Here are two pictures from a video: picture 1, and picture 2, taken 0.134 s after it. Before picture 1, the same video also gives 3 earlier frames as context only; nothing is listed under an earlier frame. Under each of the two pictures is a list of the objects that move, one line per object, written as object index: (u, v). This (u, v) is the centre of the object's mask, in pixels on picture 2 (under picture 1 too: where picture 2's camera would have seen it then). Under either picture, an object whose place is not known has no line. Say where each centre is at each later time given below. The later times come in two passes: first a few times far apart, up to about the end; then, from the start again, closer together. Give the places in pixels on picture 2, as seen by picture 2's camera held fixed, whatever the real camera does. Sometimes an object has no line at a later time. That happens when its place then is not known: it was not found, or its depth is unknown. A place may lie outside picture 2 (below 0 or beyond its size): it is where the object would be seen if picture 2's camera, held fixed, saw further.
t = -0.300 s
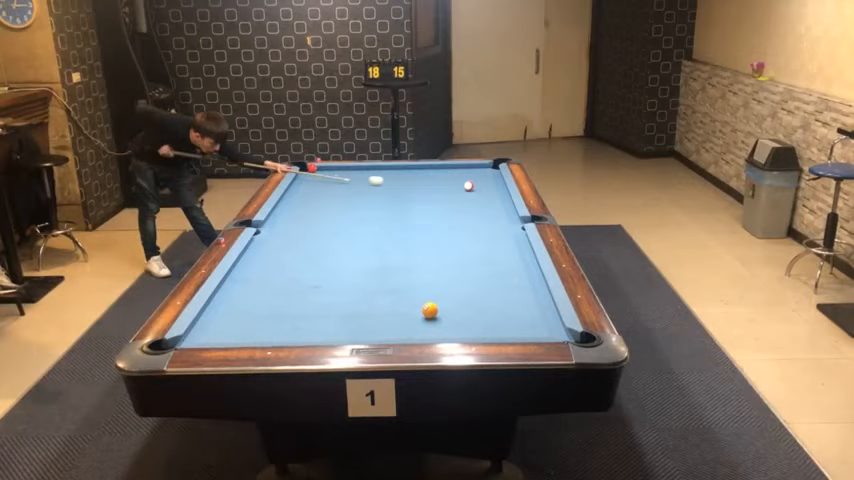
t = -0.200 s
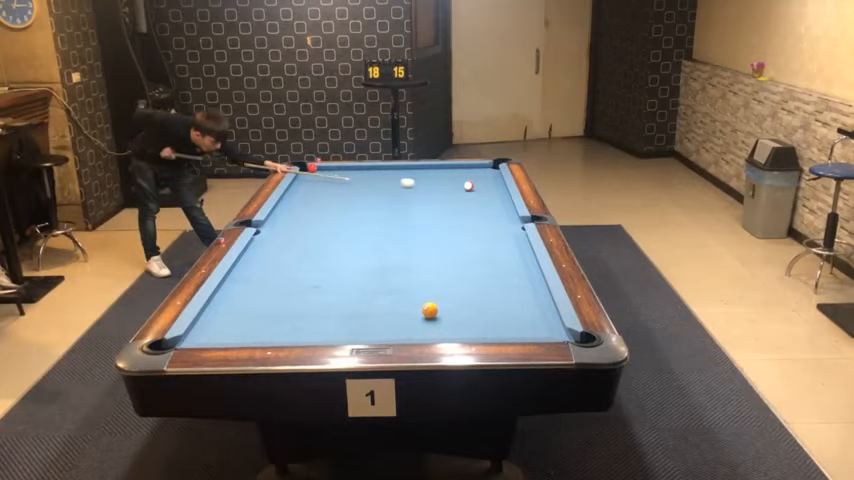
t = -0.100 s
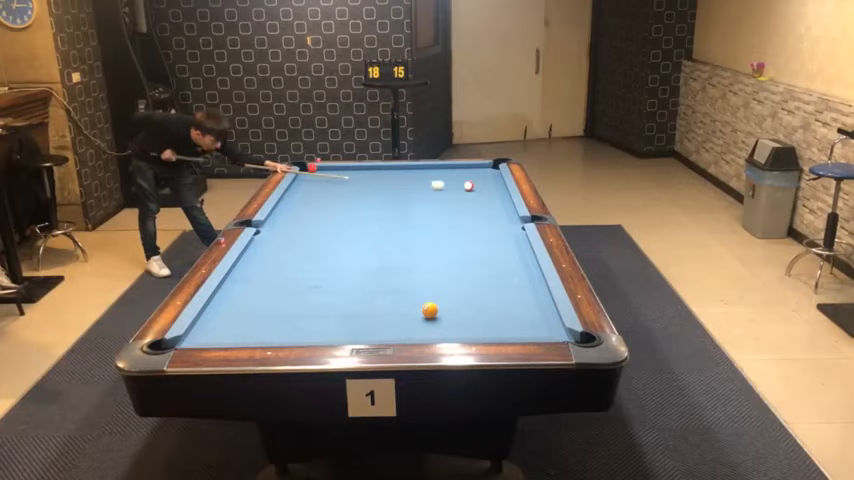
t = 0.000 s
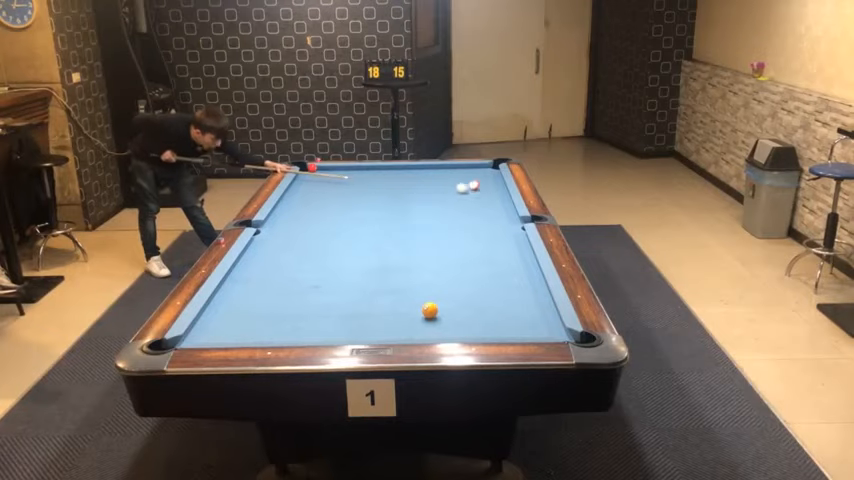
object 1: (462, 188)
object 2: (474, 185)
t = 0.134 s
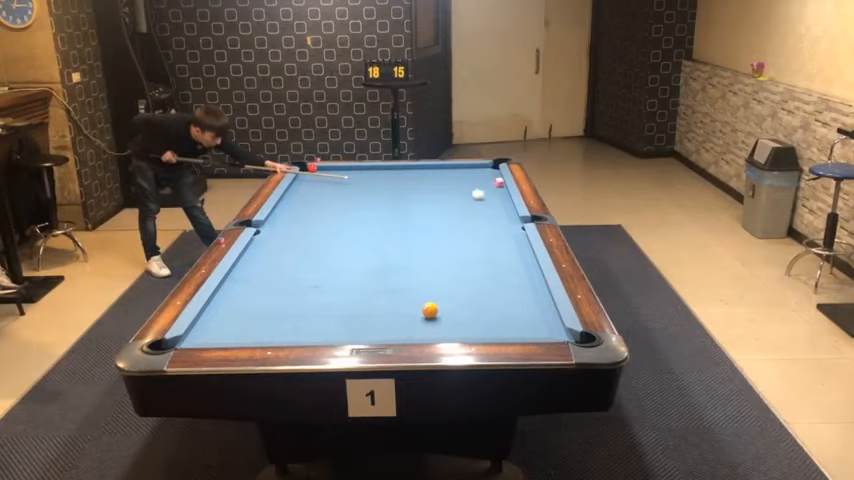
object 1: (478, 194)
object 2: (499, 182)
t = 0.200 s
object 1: (487, 198)
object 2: (496, 181)
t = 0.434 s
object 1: (504, 210)
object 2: (477, 180)
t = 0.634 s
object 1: (491, 222)
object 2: (463, 178)
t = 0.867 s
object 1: (476, 238)
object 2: (447, 177)
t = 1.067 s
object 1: (461, 253)
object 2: (434, 175)
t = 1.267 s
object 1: (444, 269)
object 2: (422, 175)
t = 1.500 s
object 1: (423, 291)
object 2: (408, 173)
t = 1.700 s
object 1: (402, 311)
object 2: (397, 172)
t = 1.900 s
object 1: (379, 331)
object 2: (387, 171)
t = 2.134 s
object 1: (348, 325)
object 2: (376, 170)
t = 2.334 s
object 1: (323, 314)
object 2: (367, 169)
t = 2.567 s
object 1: (298, 301)
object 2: (356, 168)
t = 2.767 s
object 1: (278, 292)
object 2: (349, 168)
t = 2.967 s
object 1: (260, 283)
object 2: (343, 168)
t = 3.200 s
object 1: (241, 274)
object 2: (338, 168)
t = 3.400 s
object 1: (243, 268)
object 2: (332, 169)
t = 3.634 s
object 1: (260, 261)
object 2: (328, 170)
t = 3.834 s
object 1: (273, 256)
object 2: (324, 169)
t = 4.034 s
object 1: (285, 252)
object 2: (321, 170)
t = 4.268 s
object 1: (298, 247)
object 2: (317, 170)
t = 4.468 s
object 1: (308, 243)
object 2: (315, 170)
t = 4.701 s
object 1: (318, 239)
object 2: (313, 171)
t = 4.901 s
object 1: (327, 236)
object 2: (312, 170)
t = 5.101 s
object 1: (334, 234)
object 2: (312, 170)
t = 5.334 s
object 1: (342, 231)
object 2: (312, 170)
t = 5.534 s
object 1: (348, 229)
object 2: (312, 170)
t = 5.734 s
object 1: (354, 227)
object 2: (312, 170)
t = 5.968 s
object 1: (360, 224)
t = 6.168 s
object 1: (365, 223)
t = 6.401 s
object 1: (370, 221)
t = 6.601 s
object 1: (373, 220)
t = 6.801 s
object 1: (376, 219)
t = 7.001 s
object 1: (379, 218)
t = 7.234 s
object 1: (382, 217)
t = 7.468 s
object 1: (383, 216)
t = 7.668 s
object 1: (385, 216)
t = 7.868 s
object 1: (386, 215)
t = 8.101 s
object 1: (386, 215)
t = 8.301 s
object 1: (386, 216)
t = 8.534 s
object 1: (386, 215)
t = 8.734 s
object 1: (385, 215)
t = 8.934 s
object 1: (386, 215)
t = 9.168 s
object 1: (386, 215)
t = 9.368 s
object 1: (386, 215)
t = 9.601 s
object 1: (386, 215)
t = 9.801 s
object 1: (386, 215)
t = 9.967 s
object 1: (386, 215)
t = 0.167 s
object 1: (482, 196)
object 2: (499, 182)
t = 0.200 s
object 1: (487, 198)
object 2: (496, 181)
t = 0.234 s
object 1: (491, 199)
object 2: (493, 181)
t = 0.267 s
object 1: (496, 201)
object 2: (490, 181)
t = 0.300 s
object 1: (501, 202)
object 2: (488, 181)
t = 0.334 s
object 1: (506, 204)
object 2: (485, 181)
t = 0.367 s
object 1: (507, 206)
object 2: (483, 180)
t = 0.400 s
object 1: (506, 208)
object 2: (480, 180)
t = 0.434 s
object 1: (504, 210)
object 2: (477, 180)
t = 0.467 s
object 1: (502, 212)
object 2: (475, 180)
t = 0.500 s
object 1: (500, 214)
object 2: (473, 179)
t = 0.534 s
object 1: (498, 216)
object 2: (470, 179)
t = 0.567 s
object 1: (496, 218)
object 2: (467, 179)
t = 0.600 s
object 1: (494, 220)
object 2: (465, 179)
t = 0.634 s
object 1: (491, 222)
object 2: (463, 178)
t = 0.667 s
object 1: (489, 224)
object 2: (461, 178)
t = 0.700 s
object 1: (487, 226)
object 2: (457, 178)
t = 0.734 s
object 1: (486, 228)
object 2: (455, 178)
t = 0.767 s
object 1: (483, 231)
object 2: (453, 178)
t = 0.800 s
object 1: (481, 233)
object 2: (451, 178)
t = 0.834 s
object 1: (478, 235)
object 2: (449, 177)
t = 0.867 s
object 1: (476, 238)
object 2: (447, 177)
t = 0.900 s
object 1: (473, 240)
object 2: (445, 177)
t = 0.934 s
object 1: (471, 243)
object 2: (442, 176)
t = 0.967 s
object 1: (468, 245)
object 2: (440, 176)
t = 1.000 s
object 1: (466, 248)
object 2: (438, 176)
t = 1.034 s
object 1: (463, 250)
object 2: (436, 176)
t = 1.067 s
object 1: (461, 253)
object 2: (434, 175)
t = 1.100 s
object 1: (458, 256)
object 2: (431, 175)
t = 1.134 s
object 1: (456, 258)
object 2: (429, 175)
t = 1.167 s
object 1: (452, 261)
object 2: (427, 175)
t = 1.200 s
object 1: (450, 264)
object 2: (426, 175)
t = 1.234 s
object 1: (447, 266)
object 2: (424, 175)
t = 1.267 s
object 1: (444, 269)
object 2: (422, 175)
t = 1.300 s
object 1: (441, 272)
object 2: (420, 174)
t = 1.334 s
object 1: (438, 275)
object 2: (418, 174)
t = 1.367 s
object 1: (435, 278)
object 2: (416, 174)
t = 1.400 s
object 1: (432, 281)
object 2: (414, 173)
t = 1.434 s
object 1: (429, 285)
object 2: (412, 173)
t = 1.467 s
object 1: (426, 287)
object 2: (410, 173)
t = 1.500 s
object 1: (423, 291)
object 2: (408, 173)
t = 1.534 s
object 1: (419, 294)
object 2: (406, 173)
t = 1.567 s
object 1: (416, 297)
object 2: (404, 173)
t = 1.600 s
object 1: (412, 300)
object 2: (402, 173)
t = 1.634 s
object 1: (408, 304)
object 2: (401, 172)
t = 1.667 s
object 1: (405, 307)
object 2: (399, 172)
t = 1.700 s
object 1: (402, 311)
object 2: (397, 172)
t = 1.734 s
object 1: (398, 315)
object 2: (396, 172)
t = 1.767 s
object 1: (394, 319)
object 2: (394, 171)
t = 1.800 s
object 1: (390, 323)
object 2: (392, 171)
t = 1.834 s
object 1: (386, 327)
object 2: (391, 171)
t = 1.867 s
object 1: (382, 329)
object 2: (389, 171)
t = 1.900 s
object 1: (379, 331)
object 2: (387, 171)
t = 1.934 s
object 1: (374, 333)
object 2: (386, 170)
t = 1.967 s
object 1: (369, 332)
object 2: (383, 170)
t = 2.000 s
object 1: (365, 331)
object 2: (382, 170)
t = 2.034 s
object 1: (360, 330)
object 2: (380, 170)
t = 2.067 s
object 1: (356, 329)
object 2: (379, 170)
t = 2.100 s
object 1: (352, 327)
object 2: (377, 170)
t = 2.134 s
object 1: (348, 325)
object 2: (376, 170)
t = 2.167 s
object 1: (343, 323)
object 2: (374, 170)
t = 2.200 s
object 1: (339, 321)
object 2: (373, 169)
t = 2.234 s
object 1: (335, 319)
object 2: (372, 169)
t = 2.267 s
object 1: (331, 317)
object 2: (370, 169)
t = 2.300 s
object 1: (327, 315)
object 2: (368, 169)
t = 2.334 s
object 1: (323, 314)
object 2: (367, 169)
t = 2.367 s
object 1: (320, 312)
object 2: (365, 169)
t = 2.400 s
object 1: (316, 310)
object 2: (364, 169)
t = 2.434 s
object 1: (312, 308)
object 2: (362, 168)
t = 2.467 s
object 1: (309, 306)
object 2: (361, 168)
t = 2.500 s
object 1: (305, 305)
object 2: (359, 168)
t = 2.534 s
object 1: (301, 303)
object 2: (358, 168)
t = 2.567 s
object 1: (298, 301)
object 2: (356, 168)
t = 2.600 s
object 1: (295, 300)
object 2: (355, 168)
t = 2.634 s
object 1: (291, 298)
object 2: (354, 168)
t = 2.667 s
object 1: (288, 296)
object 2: (353, 168)
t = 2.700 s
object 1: (285, 295)
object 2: (351, 168)
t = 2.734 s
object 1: (282, 293)
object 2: (350, 168)
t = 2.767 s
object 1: (278, 292)
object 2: (349, 168)
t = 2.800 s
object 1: (275, 290)
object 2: (348, 168)
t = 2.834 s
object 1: (272, 289)
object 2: (347, 167)
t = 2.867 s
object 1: (269, 287)
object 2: (346, 167)
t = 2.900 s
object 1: (266, 286)
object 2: (345, 168)
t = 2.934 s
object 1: (263, 285)
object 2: (344, 168)
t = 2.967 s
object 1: (260, 283)
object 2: (343, 168)
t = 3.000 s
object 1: (258, 282)
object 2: (342, 168)
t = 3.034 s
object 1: (255, 281)
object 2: (341, 168)
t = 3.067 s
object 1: (252, 279)
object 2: (341, 168)
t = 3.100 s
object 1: (250, 278)
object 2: (340, 168)
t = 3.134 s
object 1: (247, 277)
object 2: (339, 168)
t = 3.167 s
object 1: (244, 276)
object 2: (339, 168)
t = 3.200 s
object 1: (241, 274)
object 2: (338, 168)
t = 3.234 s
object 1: (239, 273)
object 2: (337, 168)
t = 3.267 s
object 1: (237, 272)
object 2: (337, 168)
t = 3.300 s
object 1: (237, 271)
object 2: (335, 169)
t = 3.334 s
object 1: (238, 269)
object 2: (334, 169)
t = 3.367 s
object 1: (241, 269)
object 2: (333, 169)
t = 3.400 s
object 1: (243, 268)
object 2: (332, 169)
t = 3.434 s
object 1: (246, 266)
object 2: (332, 169)
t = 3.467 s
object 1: (248, 266)
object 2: (331, 169)
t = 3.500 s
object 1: (251, 265)
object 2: (330, 169)
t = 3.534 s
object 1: (253, 264)
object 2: (330, 169)
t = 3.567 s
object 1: (256, 263)
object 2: (329, 169)
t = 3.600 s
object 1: (258, 262)
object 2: (328, 169)
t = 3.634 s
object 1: (260, 261)
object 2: (328, 170)
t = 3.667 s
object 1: (262, 260)
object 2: (327, 170)
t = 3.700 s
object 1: (265, 259)
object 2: (327, 169)
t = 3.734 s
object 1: (267, 258)
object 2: (326, 169)
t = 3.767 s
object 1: (269, 258)
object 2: (325, 169)
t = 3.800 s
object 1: (271, 257)
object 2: (325, 170)
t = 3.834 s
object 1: (273, 256)
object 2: (324, 169)
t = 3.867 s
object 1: (275, 255)
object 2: (323, 169)
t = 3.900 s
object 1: (277, 255)
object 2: (323, 170)
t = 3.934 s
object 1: (279, 254)
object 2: (323, 170)
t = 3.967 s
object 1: (281, 253)
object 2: (322, 169)
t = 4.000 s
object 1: (284, 252)
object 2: (322, 170)
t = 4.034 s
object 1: (285, 252)
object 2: (321, 170)
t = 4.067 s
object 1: (287, 251)
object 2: (320, 170)
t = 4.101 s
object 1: (289, 250)
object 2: (319, 170)
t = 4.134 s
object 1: (291, 250)
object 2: (319, 170)
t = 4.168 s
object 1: (292, 249)
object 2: (319, 170)
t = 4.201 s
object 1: (294, 248)
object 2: (318, 170)
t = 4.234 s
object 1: (296, 248)
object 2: (318, 170)
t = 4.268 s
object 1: (298, 247)
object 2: (317, 170)
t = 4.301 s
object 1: (299, 246)
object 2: (317, 170)
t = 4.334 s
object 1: (301, 245)
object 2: (317, 170)
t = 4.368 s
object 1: (303, 245)
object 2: (316, 170)
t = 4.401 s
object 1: (304, 244)
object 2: (316, 171)
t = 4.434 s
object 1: (306, 244)
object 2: (315, 171)
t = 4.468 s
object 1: (308, 243)
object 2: (315, 170)
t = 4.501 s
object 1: (309, 243)
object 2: (315, 170)
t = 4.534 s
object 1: (311, 242)
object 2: (315, 170)
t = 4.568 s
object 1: (312, 241)
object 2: (314, 171)
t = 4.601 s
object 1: (314, 241)
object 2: (314, 170)
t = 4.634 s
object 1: (315, 240)
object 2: (314, 171)
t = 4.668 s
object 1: (317, 240)
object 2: (314, 171)
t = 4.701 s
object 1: (318, 239)
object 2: (313, 171)
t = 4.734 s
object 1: (320, 239)
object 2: (313, 170)
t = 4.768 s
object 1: (321, 238)
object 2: (313, 170)
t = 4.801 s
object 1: (323, 238)
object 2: (313, 170)
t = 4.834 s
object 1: (324, 238)
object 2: (313, 170)
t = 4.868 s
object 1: (325, 237)
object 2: (313, 170)
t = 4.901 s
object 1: (327, 236)
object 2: (312, 170)
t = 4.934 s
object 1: (328, 236)
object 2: (312, 170)
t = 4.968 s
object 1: (329, 236)
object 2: (312, 170)
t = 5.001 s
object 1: (330, 235)
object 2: (312, 170)
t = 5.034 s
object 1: (332, 234)
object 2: (312, 170)
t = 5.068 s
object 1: (333, 234)
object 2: (312, 170)
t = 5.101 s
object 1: (334, 234)
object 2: (312, 170)
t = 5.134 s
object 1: (335, 233)
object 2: (312, 170)
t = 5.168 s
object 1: (336, 232)
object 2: (312, 170)
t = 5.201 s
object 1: (338, 232)
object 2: (312, 170)
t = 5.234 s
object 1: (339, 232)
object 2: (312, 170)
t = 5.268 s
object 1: (340, 231)
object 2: (312, 170)
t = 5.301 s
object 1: (341, 231)
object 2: (312, 170)
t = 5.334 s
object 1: (342, 231)
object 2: (312, 170)
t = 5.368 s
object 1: (343, 230)
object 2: (312, 170)
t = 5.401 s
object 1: (344, 230)
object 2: (312, 170)
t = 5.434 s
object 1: (345, 230)
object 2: (312, 170)
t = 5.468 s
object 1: (346, 229)
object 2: (312, 170)
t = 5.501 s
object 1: (347, 229)
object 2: (312, 170)
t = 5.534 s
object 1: (348, 229)
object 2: (312, 170)
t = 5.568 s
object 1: (349, 228)
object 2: (312, 170)
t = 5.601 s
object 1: (350, 228)
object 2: (312, 170)
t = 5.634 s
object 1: (351, 228)
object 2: (312, 170)
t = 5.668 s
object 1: (352, 227)
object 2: (312, 170)
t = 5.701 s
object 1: (353, 227)
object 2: (312, 170)
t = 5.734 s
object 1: (354, 227)
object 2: (312, 170)
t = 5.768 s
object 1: (355, 226)
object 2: (312, 170)
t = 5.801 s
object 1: (356, 226)
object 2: (312, 170)
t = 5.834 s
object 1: (357, 226)
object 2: (312, 170)
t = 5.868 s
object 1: (357, 225)
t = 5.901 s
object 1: (358, 225)
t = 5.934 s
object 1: (359, 225)
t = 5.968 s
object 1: (360, 224)
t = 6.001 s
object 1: (361, 224)
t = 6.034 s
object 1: (361, 224)
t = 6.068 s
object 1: (362, 224)
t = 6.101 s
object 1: (363, 223)
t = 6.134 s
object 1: (364, 223)
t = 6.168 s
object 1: (365, 223)
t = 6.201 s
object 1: (366, 222)
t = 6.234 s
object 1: (366, 222)
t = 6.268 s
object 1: (367, 222)
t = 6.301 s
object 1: (368, 222)
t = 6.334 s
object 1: (368, 221)
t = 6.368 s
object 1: (369, 221)
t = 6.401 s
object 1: (370, 221)
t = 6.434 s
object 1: (370, 221)
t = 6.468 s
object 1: (371, 221)
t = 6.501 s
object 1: (372, 221)
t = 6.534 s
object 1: (372, 220)
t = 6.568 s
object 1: (373, 220)
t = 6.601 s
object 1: (373, 220)
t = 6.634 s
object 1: (374, 220)
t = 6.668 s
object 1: (375, 219)
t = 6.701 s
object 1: (375, 219)
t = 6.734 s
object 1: (376, 219)
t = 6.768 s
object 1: (376, 219)
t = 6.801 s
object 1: (376, 219)
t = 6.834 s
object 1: (377, 219)
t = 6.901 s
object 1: (378, 218)
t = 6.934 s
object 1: (378, 218)
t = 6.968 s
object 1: (379, 218)
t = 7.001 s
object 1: (379, 218)
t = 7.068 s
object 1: (380, 218)
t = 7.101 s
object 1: (380, 218)
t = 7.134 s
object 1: (381, 218)
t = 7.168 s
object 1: (381, 217)
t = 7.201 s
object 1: (381, 217)
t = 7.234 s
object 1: (382, 217)
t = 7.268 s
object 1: (382, 217)
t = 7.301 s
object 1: (383, 217)
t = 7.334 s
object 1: (383, 217)
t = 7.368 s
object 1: (383, 217)
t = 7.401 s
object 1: (383, 217)
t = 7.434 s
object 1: (384, 216)
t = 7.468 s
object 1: (383, 216)
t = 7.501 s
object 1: (384, 216)
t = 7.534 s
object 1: (384, 216)
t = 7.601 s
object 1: (385, 216)
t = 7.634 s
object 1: (385, 216)
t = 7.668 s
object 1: (385, 216)
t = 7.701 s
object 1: (385, 216)
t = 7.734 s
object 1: (385, 216)
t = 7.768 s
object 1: (385, 216)
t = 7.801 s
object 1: (385, 216)
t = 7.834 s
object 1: (386, 215)
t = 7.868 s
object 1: (386, 215)
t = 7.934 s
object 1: (386, 215)
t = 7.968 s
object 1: (386, 215)
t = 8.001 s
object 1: (386, 215)
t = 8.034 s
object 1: (386, 216)
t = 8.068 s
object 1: (386, 215)
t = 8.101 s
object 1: (386, 215)
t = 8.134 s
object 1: (386, 215)
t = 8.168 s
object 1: (386, 216)
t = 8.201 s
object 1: (386, 216)
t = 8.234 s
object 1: (386, 216)
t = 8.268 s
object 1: (386, 216)
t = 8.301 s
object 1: (386, 216)
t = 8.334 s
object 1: (386, 216)
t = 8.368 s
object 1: (386, 215)
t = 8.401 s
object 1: (386, 215)
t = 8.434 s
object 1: (386, 215)
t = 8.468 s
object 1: (386, 215)
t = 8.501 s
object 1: (386, 215)
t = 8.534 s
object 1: (386, 215)
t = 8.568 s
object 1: (386, 215)
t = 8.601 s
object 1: (386, 215)
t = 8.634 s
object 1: (386, 215)
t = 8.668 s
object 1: (386, 215)
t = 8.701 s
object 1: (386, 215)
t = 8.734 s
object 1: (385, 215)
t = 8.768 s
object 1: (385, 215)
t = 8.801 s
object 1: (385, 215)
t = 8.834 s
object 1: (386, 215)
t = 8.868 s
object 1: (385, 215)
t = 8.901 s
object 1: (386, 215)
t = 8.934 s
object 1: (386, 215)
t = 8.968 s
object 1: (386, 215)
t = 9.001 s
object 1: (386, 215)
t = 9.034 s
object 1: (386, 215)
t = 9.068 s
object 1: (386, 215)
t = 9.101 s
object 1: (386, 215)
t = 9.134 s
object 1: (386, 215)
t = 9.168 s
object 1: (386, 215)
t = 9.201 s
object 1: (386, 215)
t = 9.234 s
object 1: (386, 215)
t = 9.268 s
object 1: (386, 215)
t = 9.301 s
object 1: (386, 215)
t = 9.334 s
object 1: (386, 215)
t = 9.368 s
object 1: (386, 215)
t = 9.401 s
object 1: (386, 215)
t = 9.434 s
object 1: (386, 215)
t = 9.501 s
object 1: (385, 215)
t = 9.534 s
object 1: (386, 215)
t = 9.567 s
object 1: (385, 215)
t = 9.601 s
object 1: (386, 215)
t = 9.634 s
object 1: (386, 215)
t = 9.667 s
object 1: (386, 215)
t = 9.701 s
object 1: (386, 215)
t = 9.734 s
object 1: (386, 215)
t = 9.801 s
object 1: (386, 215)
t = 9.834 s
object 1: (386, 215)
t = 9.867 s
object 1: (386, 215)
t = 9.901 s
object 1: (386, 215)
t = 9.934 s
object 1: (386, 215)
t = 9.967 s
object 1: (386, 215)
